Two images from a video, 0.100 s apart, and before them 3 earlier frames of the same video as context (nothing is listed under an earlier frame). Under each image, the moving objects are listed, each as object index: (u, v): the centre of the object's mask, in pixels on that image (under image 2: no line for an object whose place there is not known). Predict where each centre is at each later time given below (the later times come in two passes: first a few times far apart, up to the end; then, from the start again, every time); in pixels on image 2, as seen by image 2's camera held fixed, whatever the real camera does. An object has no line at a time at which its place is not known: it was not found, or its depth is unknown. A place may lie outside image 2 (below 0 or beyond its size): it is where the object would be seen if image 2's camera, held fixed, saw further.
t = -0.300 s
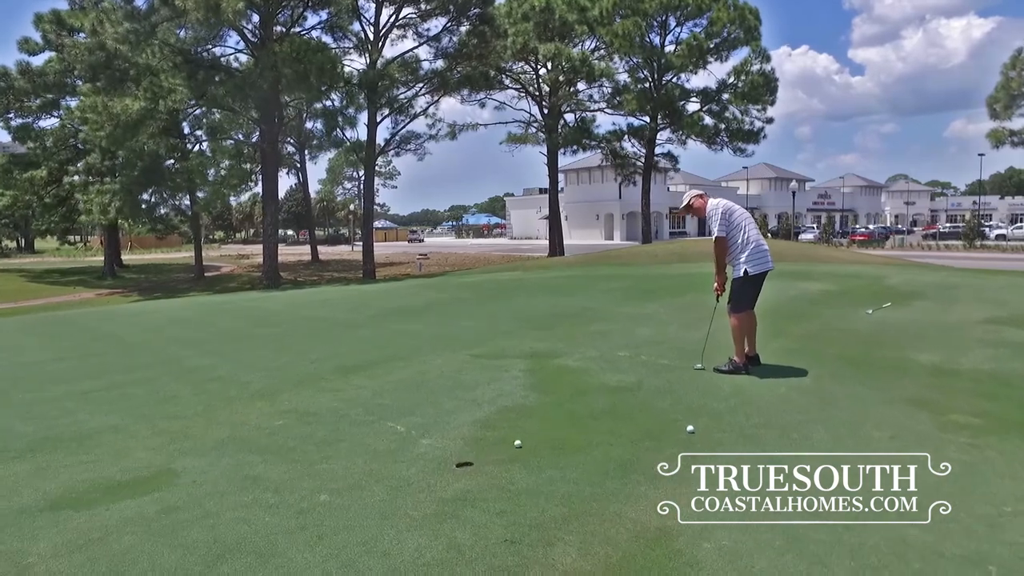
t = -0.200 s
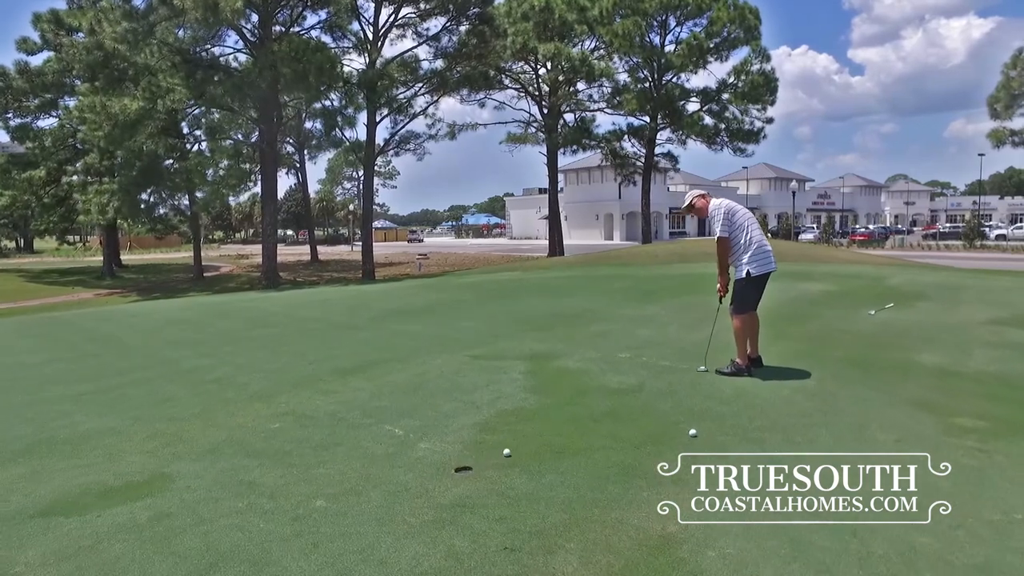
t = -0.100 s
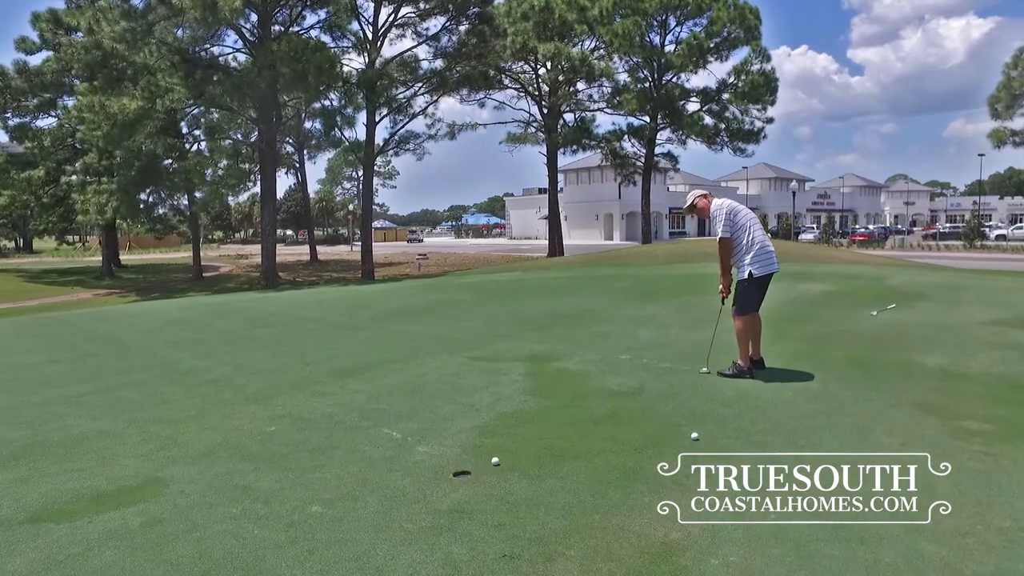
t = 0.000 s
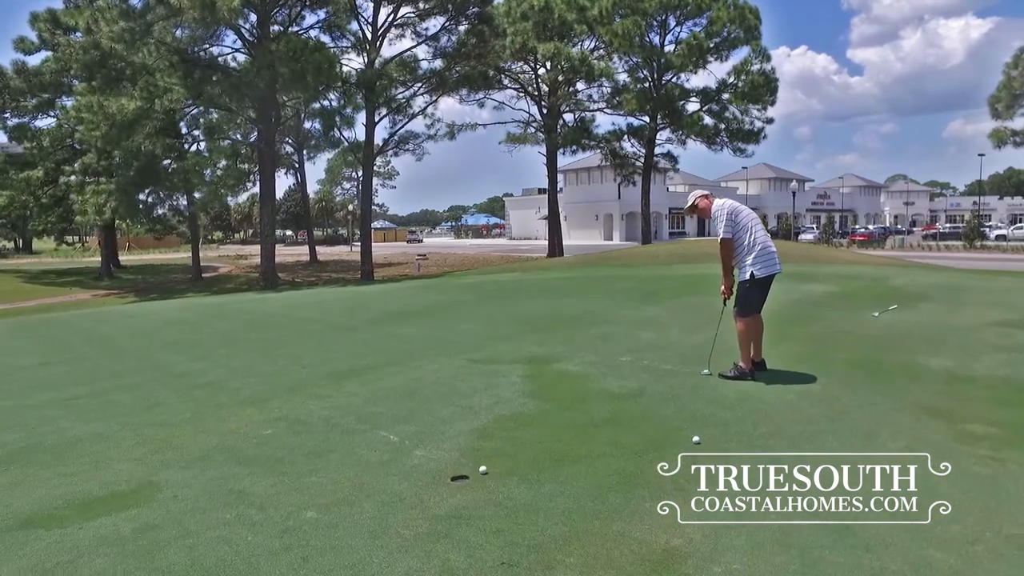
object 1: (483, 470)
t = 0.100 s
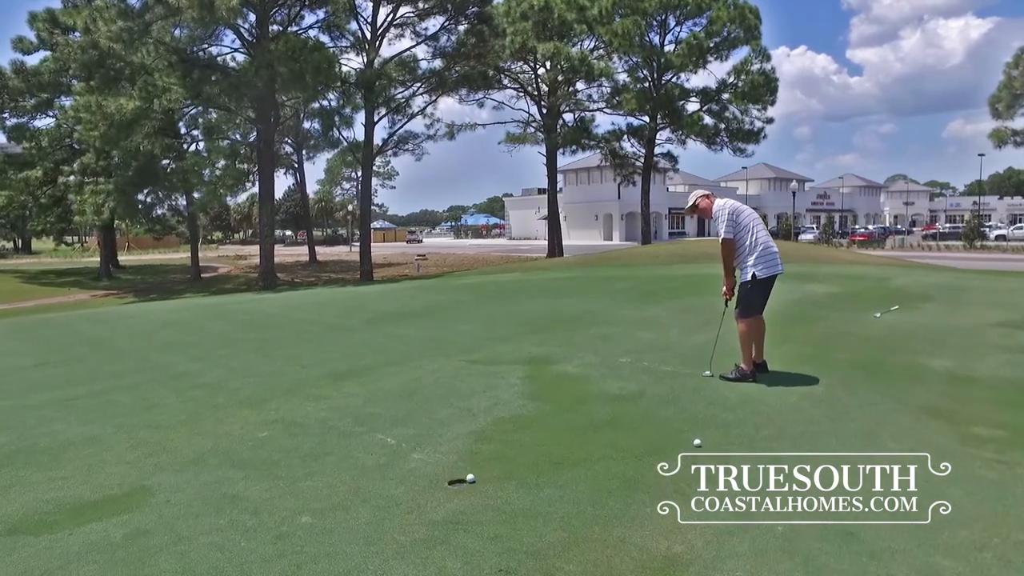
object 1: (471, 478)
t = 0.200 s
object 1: (458, 482)
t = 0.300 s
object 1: (447, 481)
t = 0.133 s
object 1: (467, 480)
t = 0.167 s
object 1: (463, 481)
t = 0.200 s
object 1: (458, 482)
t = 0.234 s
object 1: (454, 483)
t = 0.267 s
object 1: (450, 482)
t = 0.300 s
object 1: (447, 481)
